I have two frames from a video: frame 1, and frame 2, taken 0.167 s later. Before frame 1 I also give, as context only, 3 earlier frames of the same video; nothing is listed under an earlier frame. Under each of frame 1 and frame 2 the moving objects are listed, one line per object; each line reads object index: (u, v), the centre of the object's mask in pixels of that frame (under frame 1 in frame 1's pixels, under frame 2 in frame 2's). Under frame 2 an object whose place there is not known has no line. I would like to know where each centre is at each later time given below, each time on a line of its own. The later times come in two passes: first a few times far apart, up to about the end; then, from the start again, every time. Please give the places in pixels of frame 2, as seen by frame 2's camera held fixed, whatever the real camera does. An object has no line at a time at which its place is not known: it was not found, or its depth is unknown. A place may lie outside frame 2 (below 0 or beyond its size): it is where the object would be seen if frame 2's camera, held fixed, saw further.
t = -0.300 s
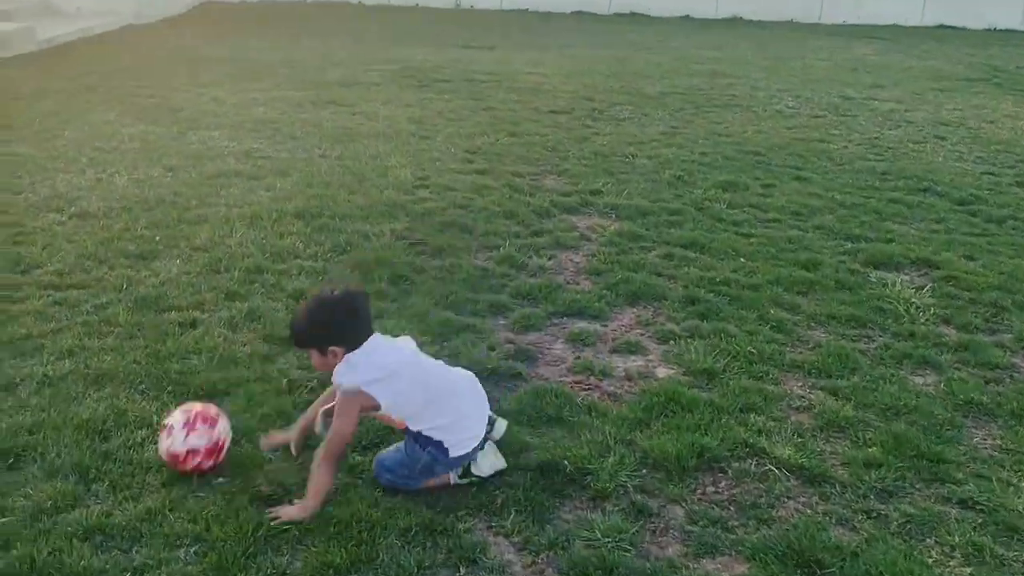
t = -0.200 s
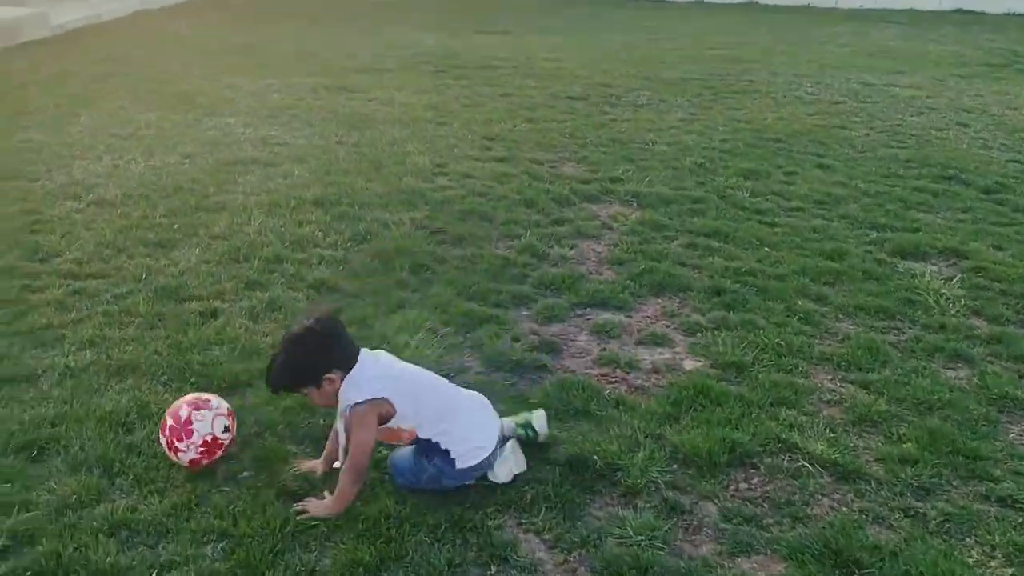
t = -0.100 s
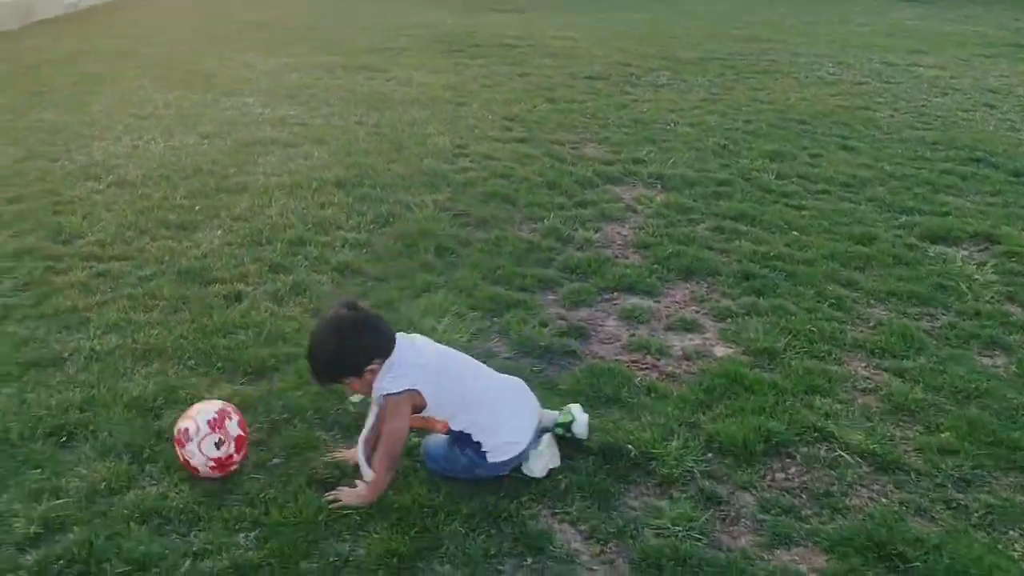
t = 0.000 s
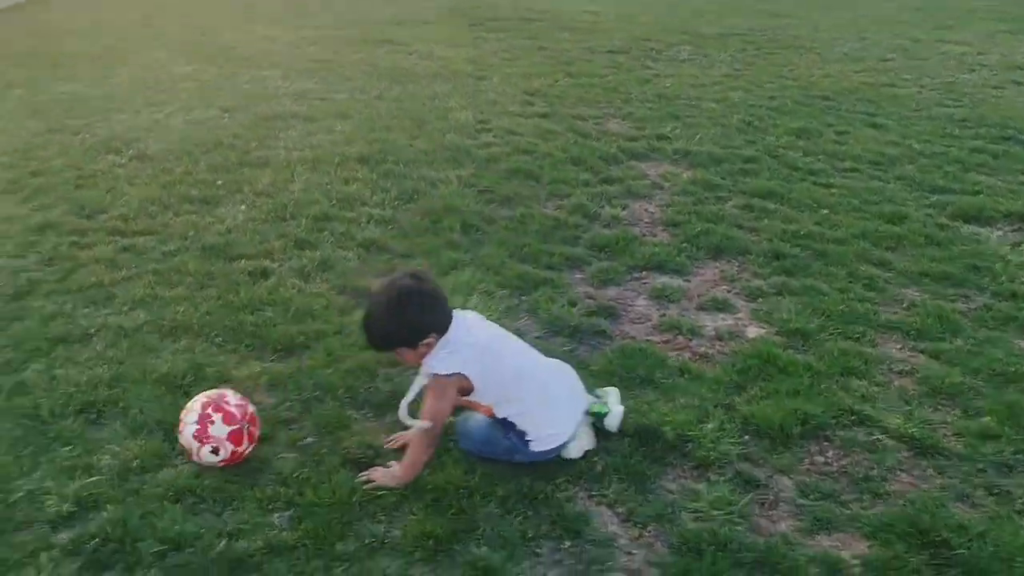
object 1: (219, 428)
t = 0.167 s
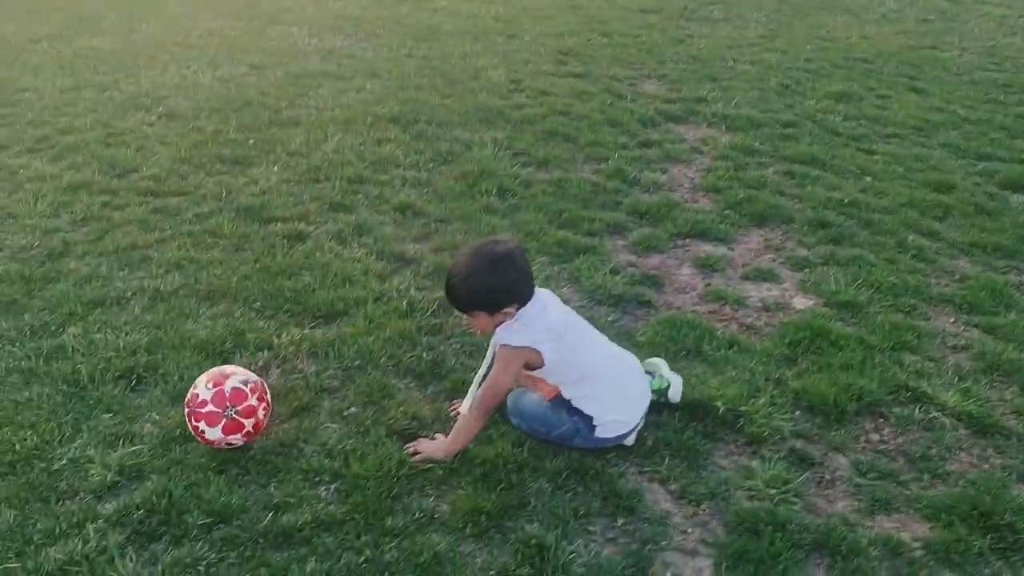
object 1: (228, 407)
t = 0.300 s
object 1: (205, 410)
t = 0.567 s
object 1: (176, 408)
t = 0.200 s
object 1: (222, 407)
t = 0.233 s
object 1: (216, 408)
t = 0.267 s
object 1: (210, 409)
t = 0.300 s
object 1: (205, 410)
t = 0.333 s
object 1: (200, 410)
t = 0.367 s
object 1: (196, 410)
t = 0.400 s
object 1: (192, 410)
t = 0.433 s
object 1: (187, 409)
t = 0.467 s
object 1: (184, 408)
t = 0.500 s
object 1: (181, 407)
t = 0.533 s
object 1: (178, 407)
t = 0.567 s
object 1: (176, 408)
